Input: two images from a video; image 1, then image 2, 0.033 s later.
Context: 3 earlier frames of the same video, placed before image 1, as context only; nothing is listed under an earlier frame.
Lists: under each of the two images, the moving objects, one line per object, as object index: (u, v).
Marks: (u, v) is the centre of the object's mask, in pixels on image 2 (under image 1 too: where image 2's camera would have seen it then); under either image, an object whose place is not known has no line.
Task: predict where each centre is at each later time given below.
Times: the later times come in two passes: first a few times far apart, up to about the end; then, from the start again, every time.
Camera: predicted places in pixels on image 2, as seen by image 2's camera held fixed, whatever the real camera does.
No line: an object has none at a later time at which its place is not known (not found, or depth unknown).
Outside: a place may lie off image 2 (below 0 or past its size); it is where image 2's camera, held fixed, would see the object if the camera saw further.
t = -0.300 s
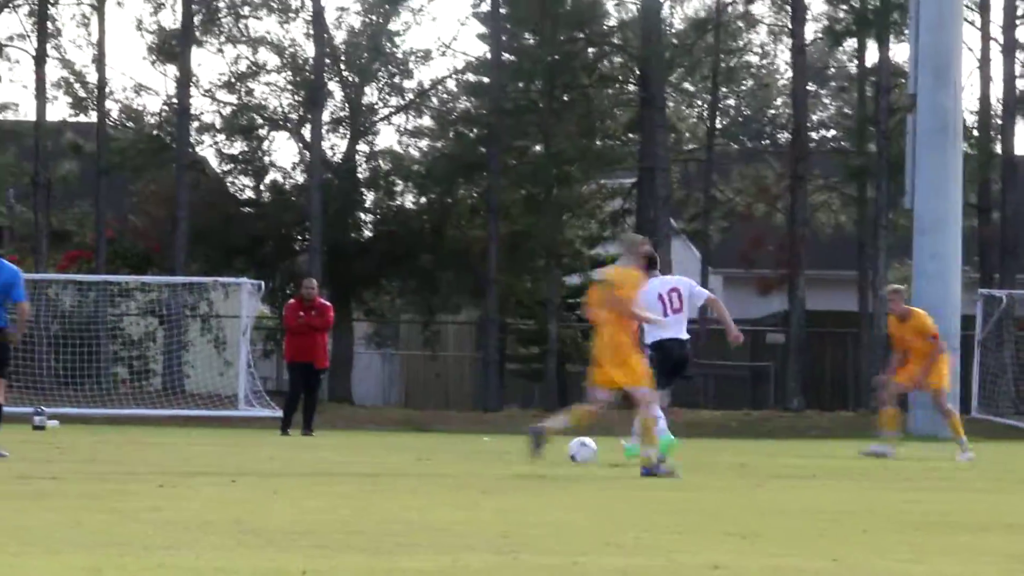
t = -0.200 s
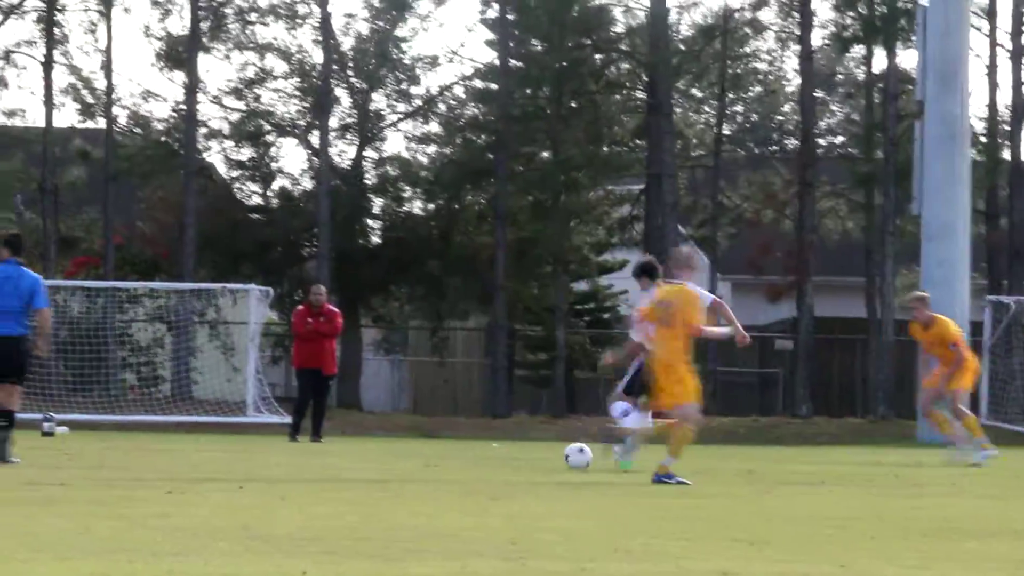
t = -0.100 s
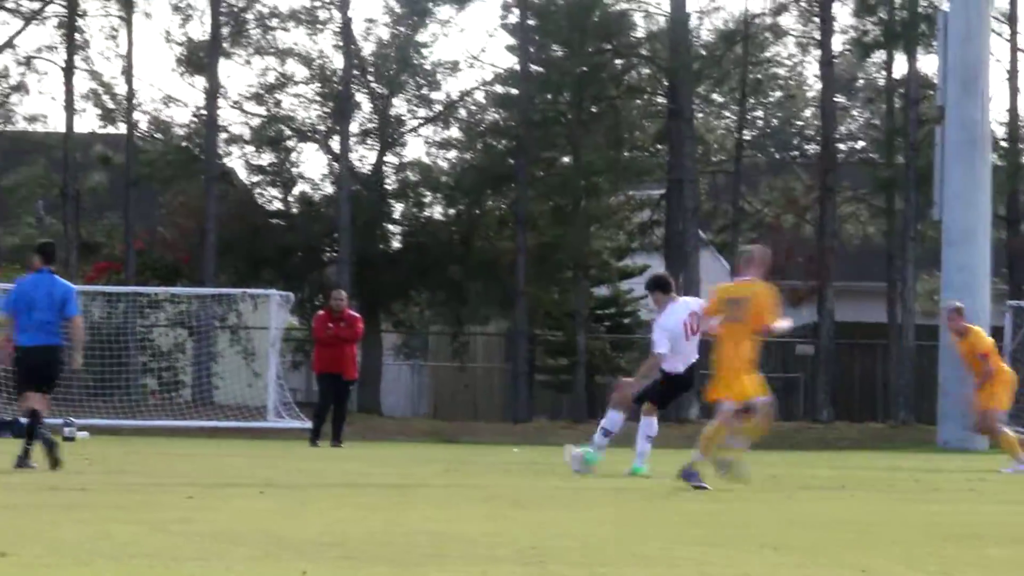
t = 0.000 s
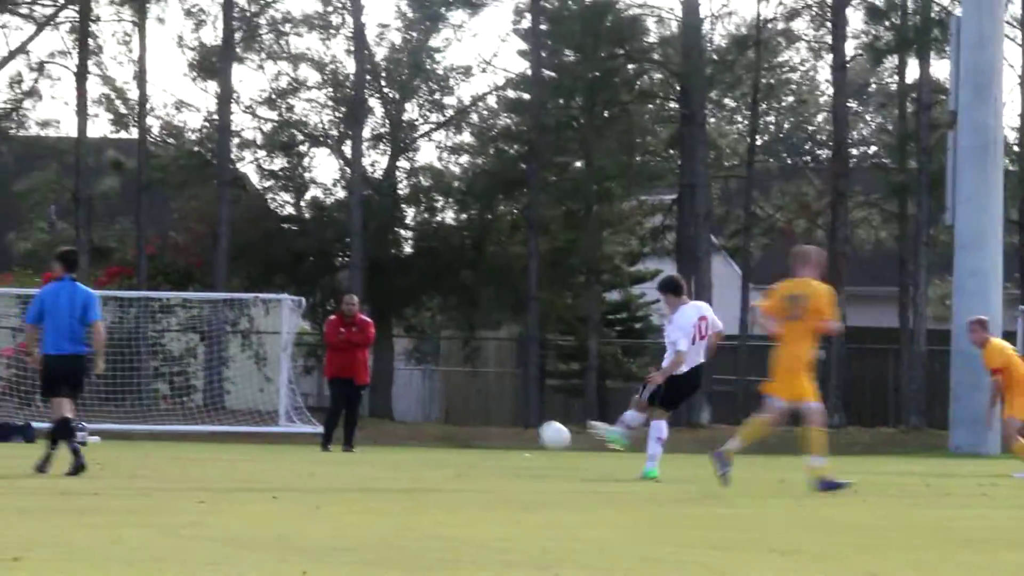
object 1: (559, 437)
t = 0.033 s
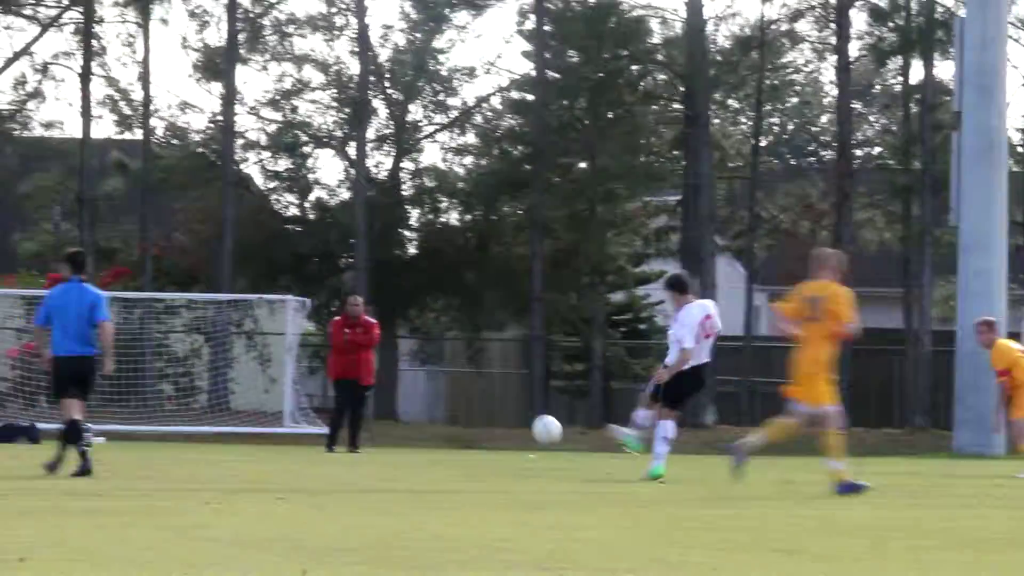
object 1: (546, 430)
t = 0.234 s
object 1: (479, 425)
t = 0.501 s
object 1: (399, 432)
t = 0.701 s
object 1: (352, 427)
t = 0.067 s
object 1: (535, 425)
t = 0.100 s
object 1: (523, 421)
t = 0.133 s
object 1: (512, 419)
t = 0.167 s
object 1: (500, 420)
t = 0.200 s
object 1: (490, 421)
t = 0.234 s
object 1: (479, 425)
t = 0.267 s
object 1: (469, 429)
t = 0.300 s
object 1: (457, 435)
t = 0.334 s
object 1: (446, 442)
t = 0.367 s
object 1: (436, 450)
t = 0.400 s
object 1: (425, 452)
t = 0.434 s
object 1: (416, 442)
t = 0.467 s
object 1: (407, 437)
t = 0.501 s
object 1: (399, 432)
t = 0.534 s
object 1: (391, 428)
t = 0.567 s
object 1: (383, 424)
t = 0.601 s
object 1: (374, 423)
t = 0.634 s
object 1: (366, 423)
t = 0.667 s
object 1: (360, 425)
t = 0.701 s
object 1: (352, 427)
